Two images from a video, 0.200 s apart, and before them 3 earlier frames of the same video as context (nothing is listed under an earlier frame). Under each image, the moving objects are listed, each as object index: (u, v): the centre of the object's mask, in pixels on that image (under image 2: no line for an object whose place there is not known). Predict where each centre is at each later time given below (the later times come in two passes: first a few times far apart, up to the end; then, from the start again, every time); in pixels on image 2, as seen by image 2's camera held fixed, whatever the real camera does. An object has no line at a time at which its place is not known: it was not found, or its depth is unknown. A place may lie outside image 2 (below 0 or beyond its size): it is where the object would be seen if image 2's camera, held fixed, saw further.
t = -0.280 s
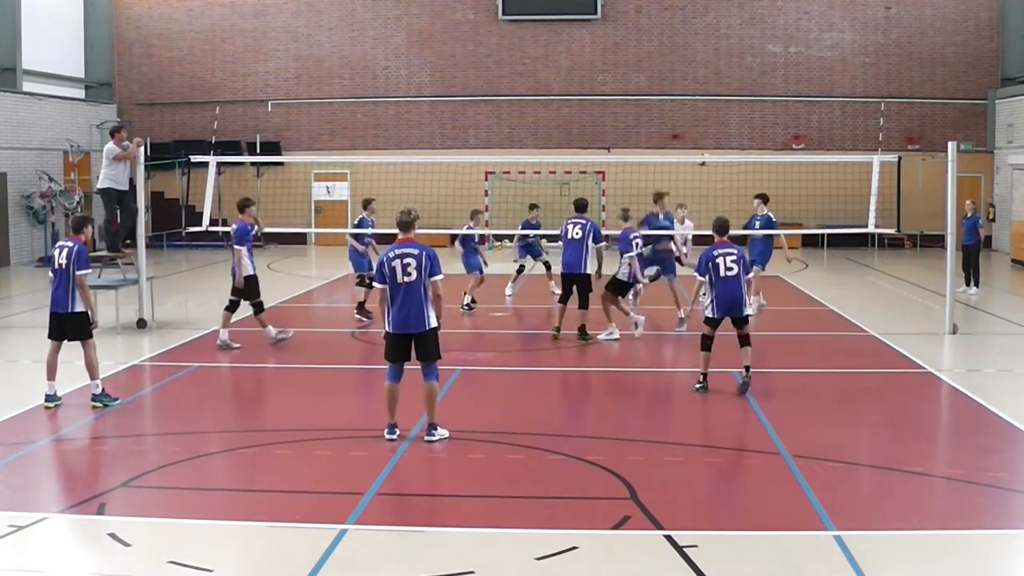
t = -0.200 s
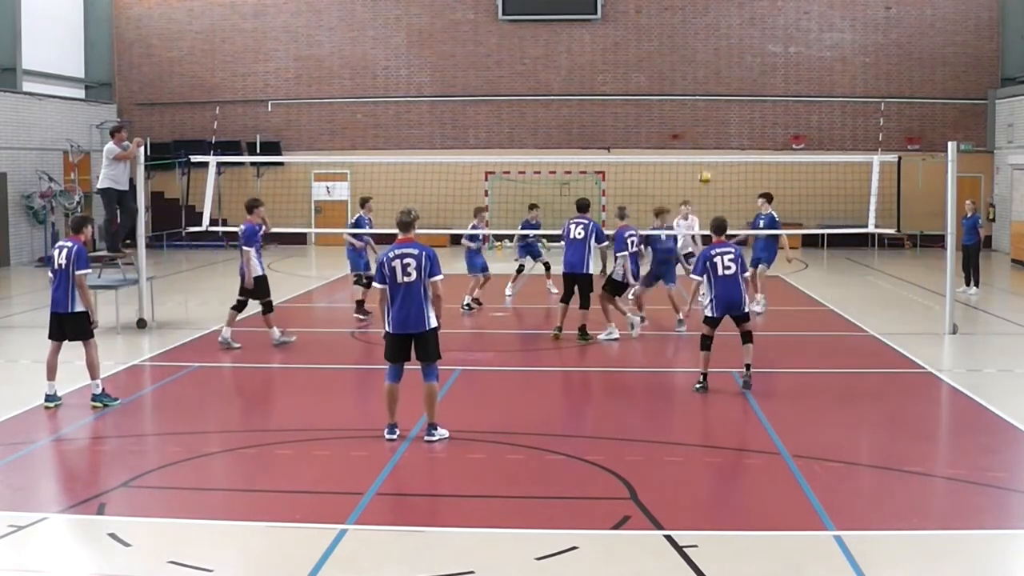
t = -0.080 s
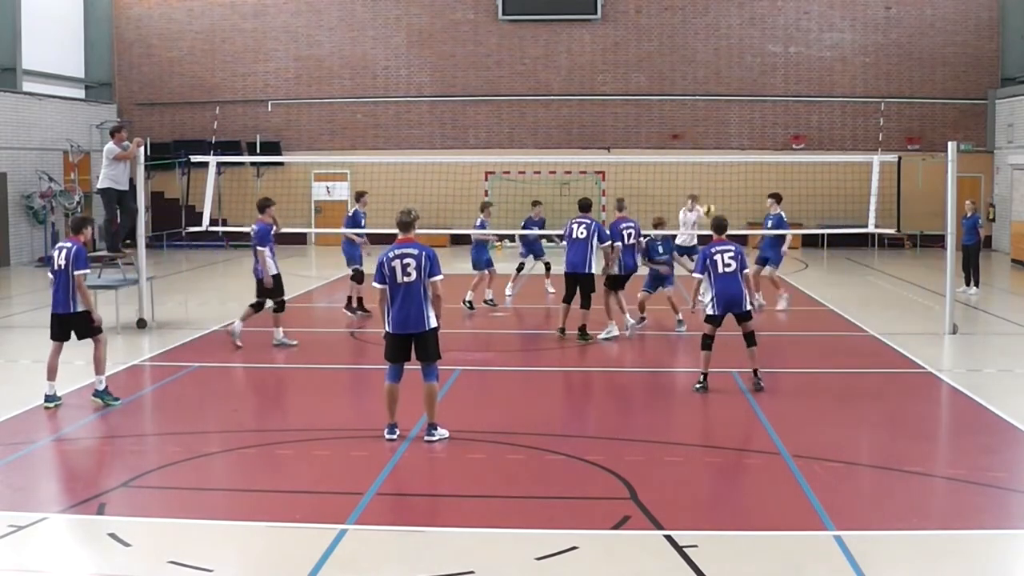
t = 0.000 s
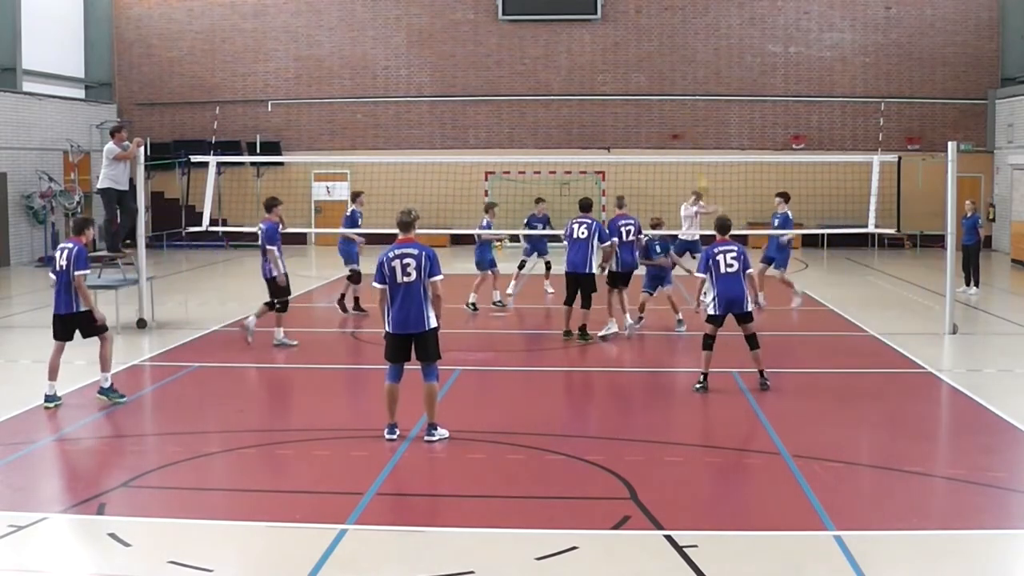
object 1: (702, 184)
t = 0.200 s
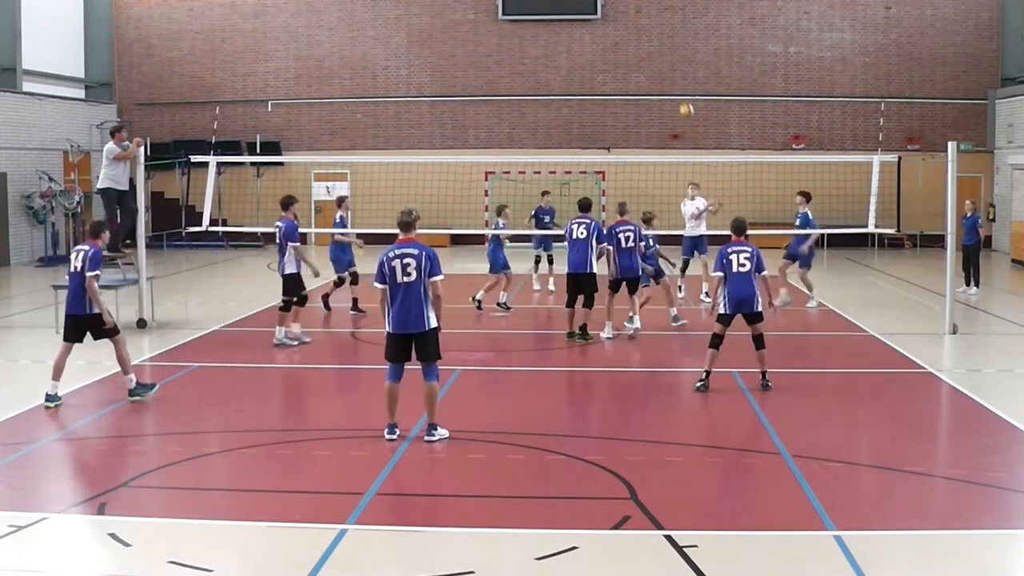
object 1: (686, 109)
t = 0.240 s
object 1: (683, 98)
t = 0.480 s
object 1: (661, 47)
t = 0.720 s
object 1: (640, 31)
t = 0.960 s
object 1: (618, 52)
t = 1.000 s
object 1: (614, 58)
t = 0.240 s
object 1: (683, 98)
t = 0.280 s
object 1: (679, 87)
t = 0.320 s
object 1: (676, 77)
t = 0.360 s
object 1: (672, 69)
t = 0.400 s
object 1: (668, 59)
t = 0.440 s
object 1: (665, 52)
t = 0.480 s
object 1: (661, 47)
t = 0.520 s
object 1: (657, 42)
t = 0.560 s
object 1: (654, 38)
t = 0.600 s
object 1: (651, 35)
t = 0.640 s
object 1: (646, 32)
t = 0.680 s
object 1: (643, 31)
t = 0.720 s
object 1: (640, 31)
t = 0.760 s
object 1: (636, 32)
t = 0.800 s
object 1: (632, 33)
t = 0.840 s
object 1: (628, 36)
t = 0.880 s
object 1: (625, 41)
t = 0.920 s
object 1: (621, 45)
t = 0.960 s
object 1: (618, 52)
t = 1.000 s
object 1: (614, 58)
